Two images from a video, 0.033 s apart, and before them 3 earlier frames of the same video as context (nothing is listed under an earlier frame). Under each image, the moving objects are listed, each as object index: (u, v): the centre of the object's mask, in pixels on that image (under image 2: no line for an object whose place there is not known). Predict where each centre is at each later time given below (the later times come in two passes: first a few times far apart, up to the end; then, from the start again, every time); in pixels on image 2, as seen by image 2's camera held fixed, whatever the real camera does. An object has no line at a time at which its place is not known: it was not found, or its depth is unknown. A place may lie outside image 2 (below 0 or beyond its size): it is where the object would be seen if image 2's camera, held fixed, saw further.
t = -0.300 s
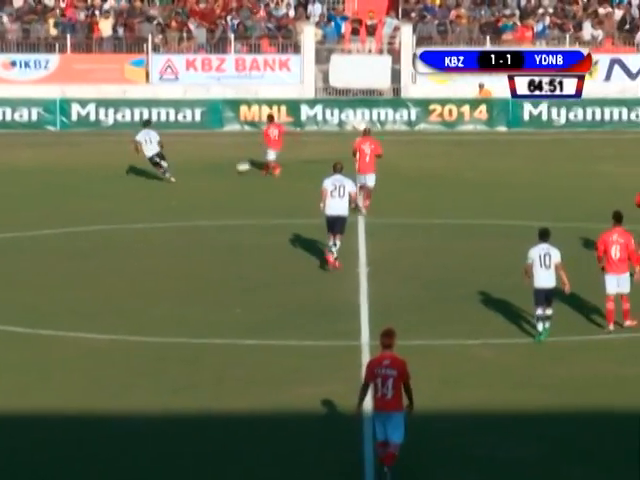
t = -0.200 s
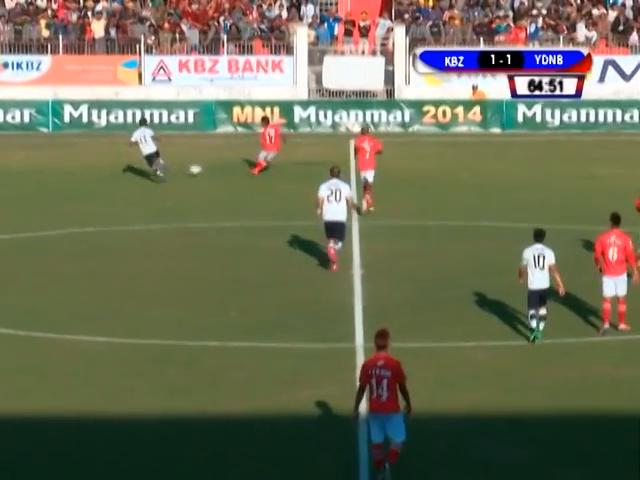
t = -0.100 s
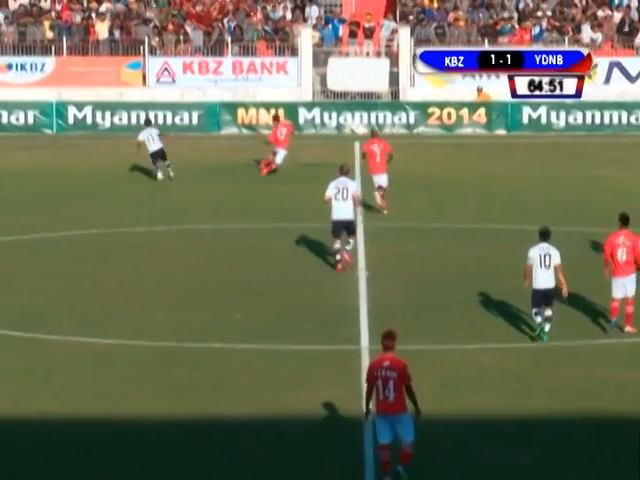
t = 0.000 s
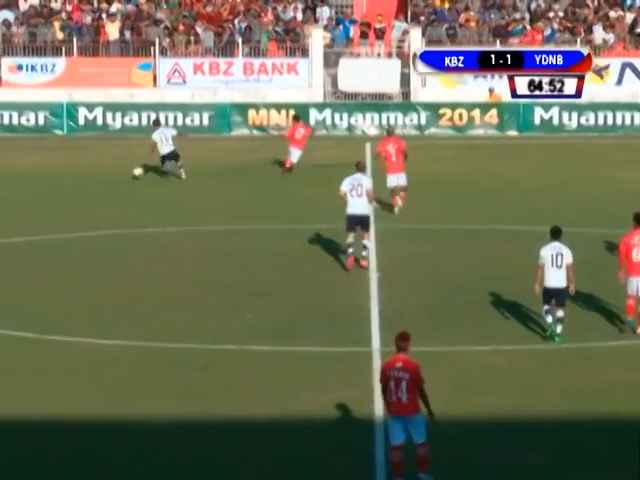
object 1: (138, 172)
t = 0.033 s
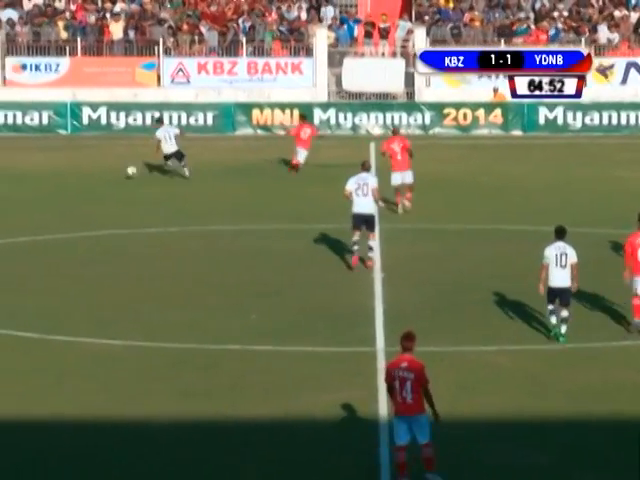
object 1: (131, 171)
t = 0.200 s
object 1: (79, 174)
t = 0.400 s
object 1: (30, 173)
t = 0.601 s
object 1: (-11, 173)
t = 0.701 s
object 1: (-30, 172)
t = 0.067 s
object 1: (121, 171)
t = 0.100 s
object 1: (110, 171)
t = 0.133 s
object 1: (100, 172)
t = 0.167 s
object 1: (90, 173)
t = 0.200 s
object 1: (79, 174)
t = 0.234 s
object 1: (69, 175)
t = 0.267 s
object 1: (61, 175)
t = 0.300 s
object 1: (54, 174)
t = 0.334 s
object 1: (46, 173)
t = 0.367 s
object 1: (38, 173)
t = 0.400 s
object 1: (30, 173)
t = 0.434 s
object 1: (22, 174)
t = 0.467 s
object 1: (15, 175)
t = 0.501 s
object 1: (9, 173)
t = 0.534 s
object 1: (2, 173)
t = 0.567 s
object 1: (-4, 173)
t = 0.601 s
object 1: (-11, 173)
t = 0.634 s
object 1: (-18, 173)
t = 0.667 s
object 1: (-24, 174)
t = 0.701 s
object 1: (-30, 172)
